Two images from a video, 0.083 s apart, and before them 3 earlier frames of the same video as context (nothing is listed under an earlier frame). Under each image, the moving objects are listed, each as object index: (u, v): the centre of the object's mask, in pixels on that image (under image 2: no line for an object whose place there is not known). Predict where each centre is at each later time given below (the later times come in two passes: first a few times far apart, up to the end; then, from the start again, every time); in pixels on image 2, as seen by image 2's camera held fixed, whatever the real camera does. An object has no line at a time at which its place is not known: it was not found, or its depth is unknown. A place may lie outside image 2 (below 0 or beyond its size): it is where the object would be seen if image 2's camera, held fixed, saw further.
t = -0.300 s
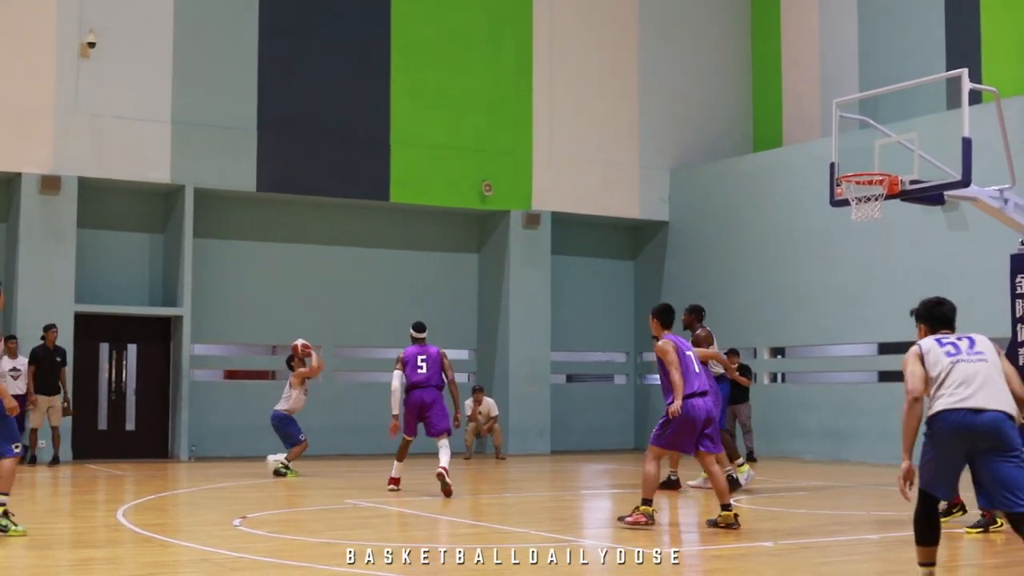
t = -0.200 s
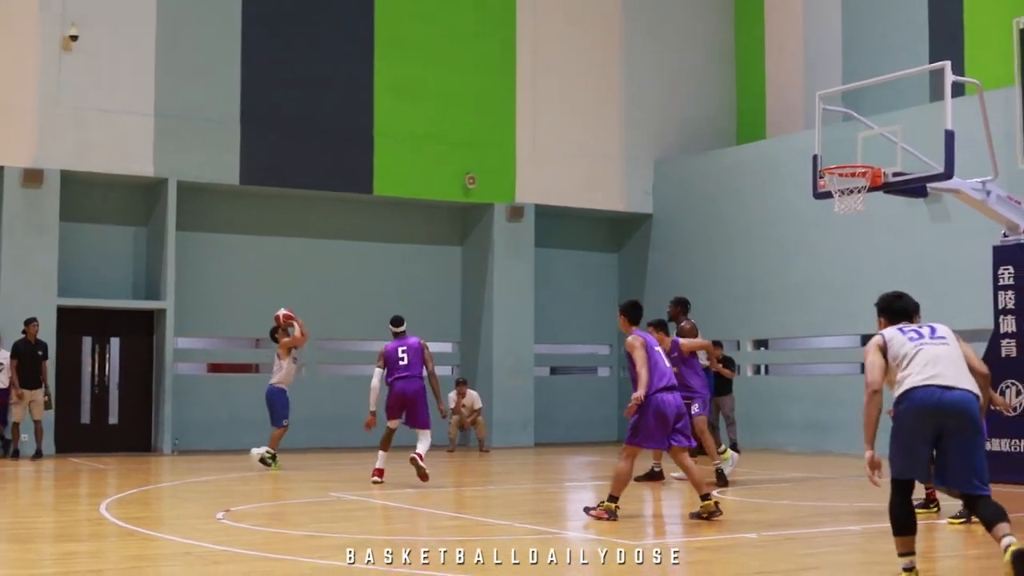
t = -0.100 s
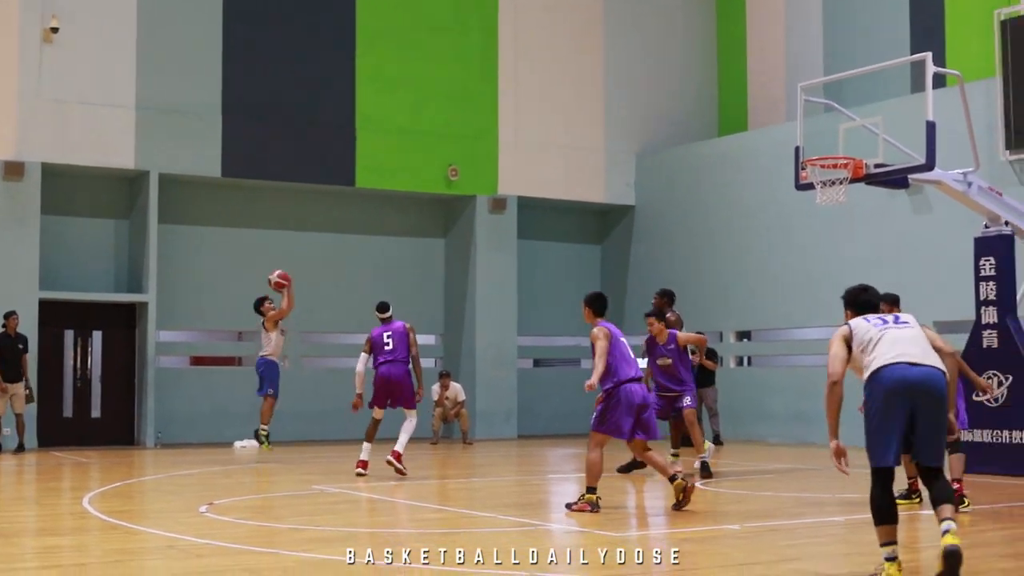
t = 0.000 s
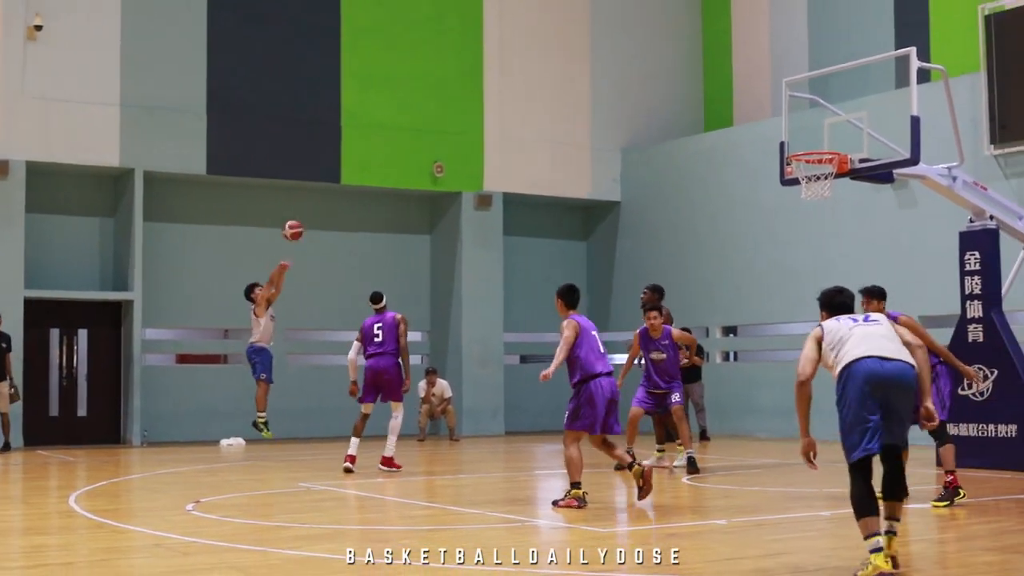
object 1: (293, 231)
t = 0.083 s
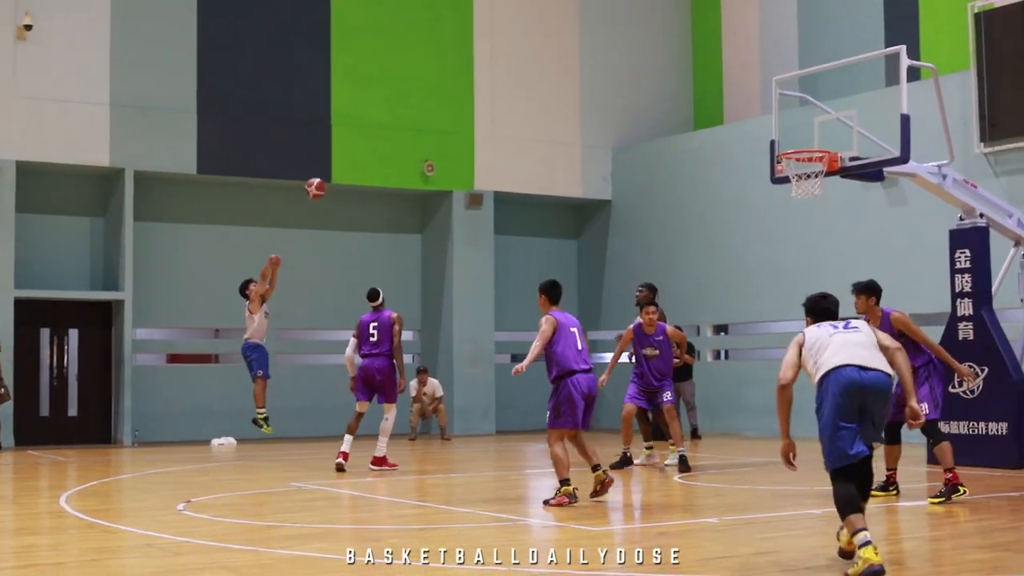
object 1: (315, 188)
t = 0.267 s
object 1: (389, 113)
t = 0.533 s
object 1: (503, 49)
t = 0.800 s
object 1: (626, 47)
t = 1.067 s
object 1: (760, 112)
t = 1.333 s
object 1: (821, 191)
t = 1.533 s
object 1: (813, 251)
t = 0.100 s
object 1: (322, 180)
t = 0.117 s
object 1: (328, 172)
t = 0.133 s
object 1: (334, 165)
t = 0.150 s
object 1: (342, 158)
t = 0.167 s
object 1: (348, 151)
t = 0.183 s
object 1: (355, 144)
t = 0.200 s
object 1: (362, 137)
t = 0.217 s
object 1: (368, 131)
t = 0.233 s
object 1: (375, 125)
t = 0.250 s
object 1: (382, 119)
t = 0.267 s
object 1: (389, 113)
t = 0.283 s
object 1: (396, 108)
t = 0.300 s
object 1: (403, 102)
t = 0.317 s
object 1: (410, 97)
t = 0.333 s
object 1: (416, 92)
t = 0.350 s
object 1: (423, 87)
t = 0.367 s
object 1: (431, 83)
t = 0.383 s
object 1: (438, 79)
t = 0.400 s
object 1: (445, 74)
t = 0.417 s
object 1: (453, 70)
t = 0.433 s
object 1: (460, 67)
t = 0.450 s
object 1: (467, 63)
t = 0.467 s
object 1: (474, 60)
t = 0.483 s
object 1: (481, 57)
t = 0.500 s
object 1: (489, 54)
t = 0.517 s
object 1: (496, 52)
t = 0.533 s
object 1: (503, 49)
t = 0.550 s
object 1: (511, 47)
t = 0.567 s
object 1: (518, 45)
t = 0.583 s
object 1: (526, 44)
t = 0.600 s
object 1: (533, 43)
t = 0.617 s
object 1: (540, 41)
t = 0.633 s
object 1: (548, 41)
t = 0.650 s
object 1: (556, 40)
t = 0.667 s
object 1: (563, 40)
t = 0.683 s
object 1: (571, 40)
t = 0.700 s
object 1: (578, 40)
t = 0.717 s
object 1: (586, 40)
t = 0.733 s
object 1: (594, 41)
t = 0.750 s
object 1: (602, 42)
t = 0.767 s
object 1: (610, 43)
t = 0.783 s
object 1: (618, 45)
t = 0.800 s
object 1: (626, 47)
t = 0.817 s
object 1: (634, 49)
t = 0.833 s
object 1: (642, 50)
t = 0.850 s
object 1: (650, 53)
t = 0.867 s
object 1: (658, 56)
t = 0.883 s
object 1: (667, 59)
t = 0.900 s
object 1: (675, 62)
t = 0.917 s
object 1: (683, 66)
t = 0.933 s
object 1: (691, 70)
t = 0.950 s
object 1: (700, 74)
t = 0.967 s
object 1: (709, 79)
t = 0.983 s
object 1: (717, 83)
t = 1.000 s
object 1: (726, 88)
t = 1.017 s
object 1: (734, 94)
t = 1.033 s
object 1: (743, 100)
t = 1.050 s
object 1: (751, 106)
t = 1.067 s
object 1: (760, 112)
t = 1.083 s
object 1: (769, 119)
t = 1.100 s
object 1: (778, 126)
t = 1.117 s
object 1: (787, 133)
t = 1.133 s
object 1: (796, 140)
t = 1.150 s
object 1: (805, 144)
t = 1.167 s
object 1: (814, 157)
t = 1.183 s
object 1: (820, 165)
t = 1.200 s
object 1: (822, 170)
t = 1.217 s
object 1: (824, 175)
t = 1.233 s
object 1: (825, 176)
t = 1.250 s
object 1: (825, 178)
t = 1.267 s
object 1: (825, 180)
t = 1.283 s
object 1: (823, 183)
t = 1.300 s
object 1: (823, 185)
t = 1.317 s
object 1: (822, 187)
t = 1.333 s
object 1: (821, 191)
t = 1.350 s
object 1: (820, 194)
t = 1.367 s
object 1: (819, 198)
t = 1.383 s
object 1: (819, 202)
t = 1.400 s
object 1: (818, 206)
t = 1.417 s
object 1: (817, 211)
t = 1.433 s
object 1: (816, 216)
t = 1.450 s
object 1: (816, 221)
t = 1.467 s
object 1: (815, 227)
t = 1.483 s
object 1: (815, 232)
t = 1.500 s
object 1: (814, 238)
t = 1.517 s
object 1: (813, 244)
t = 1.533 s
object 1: (813, 251)
